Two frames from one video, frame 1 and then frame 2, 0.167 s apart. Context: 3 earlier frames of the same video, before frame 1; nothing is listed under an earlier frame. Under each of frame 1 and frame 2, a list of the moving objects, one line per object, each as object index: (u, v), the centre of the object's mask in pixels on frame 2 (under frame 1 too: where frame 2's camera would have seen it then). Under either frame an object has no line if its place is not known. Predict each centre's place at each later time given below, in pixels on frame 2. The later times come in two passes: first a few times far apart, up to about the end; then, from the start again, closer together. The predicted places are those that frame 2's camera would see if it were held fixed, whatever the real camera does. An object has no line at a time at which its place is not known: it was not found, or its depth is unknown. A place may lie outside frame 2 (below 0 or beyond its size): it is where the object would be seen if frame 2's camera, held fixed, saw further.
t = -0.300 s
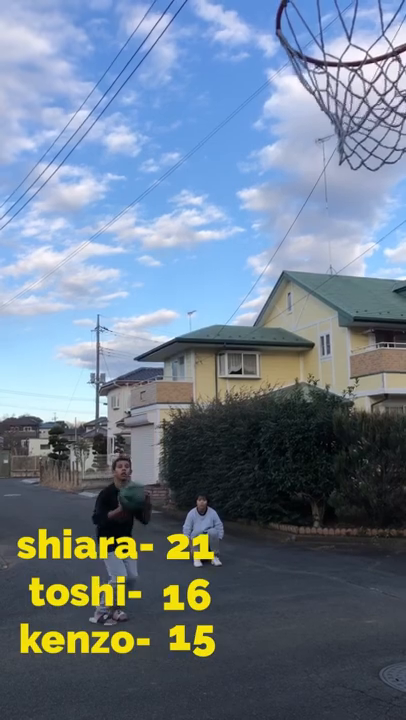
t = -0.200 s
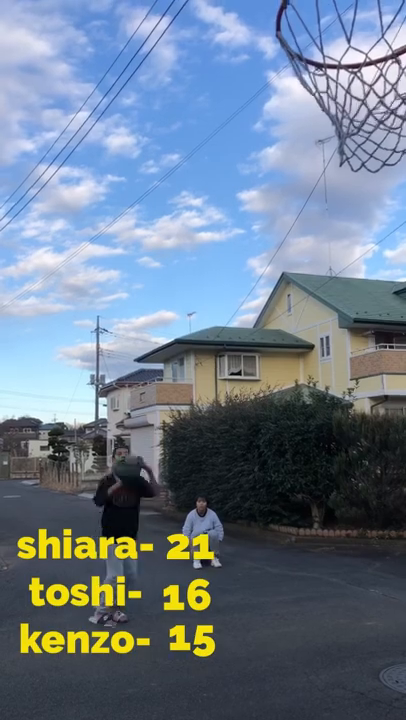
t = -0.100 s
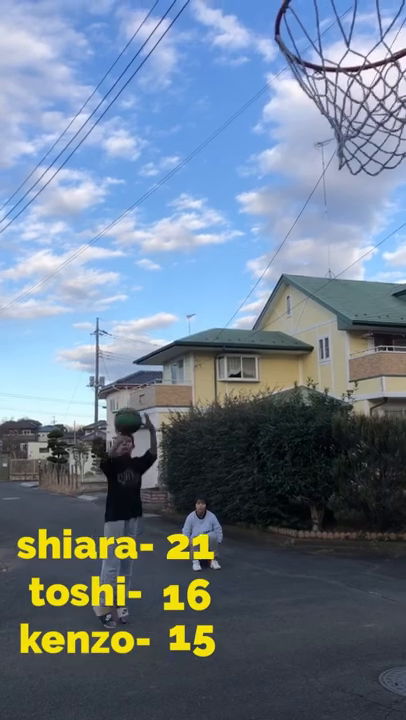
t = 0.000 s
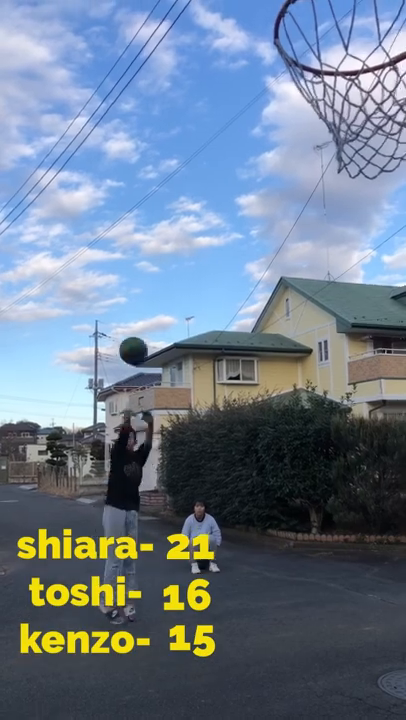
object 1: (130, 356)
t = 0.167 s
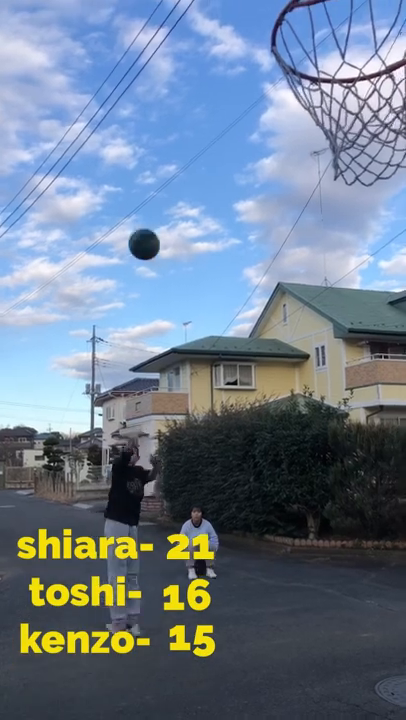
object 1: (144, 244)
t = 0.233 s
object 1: (150, 203)
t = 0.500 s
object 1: (186, 68)
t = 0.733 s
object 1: (235, 3)
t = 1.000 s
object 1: (334, 44)
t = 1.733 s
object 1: (517, 559)
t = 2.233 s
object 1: (563, 417)
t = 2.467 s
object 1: (587, 382)
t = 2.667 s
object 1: (605, 399)
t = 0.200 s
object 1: (147, 223)
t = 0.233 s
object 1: (150, 203)
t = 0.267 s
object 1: (154, 184)
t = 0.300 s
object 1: (157, 165)
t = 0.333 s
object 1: (161, 147)
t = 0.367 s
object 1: (166, 130)
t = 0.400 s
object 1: (170, 113)
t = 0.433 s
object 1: (176, 97)
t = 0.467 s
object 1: (180, 82)
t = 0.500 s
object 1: (186, 68)
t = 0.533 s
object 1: (192, 55)
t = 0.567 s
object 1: (198, 43)
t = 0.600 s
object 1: (204, 32)
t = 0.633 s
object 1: (212, 22)
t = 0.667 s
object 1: (219, 14)
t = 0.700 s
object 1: (227, 7)
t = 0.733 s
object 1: (235, 3)
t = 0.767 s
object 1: (245, -2)
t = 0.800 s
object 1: (255, -3)
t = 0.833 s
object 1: (266, -3)
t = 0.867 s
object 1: (276, 1)
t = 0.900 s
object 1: (289, 8)
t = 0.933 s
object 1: (303, 17)
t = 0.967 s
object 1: (318, 30)
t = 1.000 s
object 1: (334, 44)
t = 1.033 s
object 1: (353, 64)
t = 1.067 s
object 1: (368, 83)
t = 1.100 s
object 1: (379, 96)
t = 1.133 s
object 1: (389, 111)
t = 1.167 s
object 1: (401, 127)
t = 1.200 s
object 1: (412, 144)
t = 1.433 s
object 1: (463, 298)
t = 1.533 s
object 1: (478, 377)
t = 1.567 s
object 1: (485, 405)
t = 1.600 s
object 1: (492, 431)
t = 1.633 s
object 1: (497, 460)
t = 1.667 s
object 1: (503, 494)
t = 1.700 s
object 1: (510, 526)
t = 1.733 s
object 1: (517, 559)
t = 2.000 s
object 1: (549, 547)
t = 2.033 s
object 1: (548, 520)
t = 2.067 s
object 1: (550, 498)
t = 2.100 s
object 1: (554, 480)
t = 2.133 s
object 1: (556, 460)
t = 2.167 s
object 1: (558, 443)
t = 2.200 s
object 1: (560, 429)
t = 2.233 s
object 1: (563, 417)
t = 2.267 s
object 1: (567, 408)
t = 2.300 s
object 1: (571, 400)
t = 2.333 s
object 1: (573, 391)
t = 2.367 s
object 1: (576, 389)
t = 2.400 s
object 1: (580, 385)
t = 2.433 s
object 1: (584, 383)
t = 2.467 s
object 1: (587, 382)
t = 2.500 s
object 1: (587, 382)
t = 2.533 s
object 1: (593, 384)
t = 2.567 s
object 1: (597, 387)
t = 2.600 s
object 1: (602, 387)
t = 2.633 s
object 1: (604, 394)
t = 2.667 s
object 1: (605, 399)
